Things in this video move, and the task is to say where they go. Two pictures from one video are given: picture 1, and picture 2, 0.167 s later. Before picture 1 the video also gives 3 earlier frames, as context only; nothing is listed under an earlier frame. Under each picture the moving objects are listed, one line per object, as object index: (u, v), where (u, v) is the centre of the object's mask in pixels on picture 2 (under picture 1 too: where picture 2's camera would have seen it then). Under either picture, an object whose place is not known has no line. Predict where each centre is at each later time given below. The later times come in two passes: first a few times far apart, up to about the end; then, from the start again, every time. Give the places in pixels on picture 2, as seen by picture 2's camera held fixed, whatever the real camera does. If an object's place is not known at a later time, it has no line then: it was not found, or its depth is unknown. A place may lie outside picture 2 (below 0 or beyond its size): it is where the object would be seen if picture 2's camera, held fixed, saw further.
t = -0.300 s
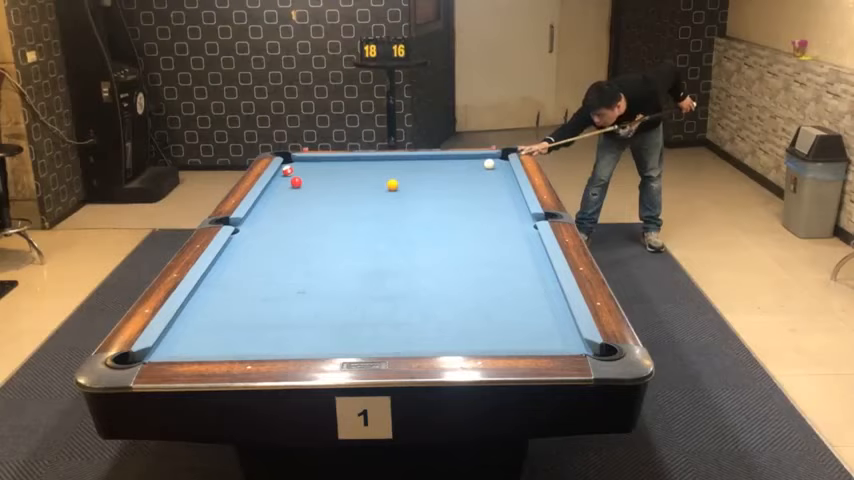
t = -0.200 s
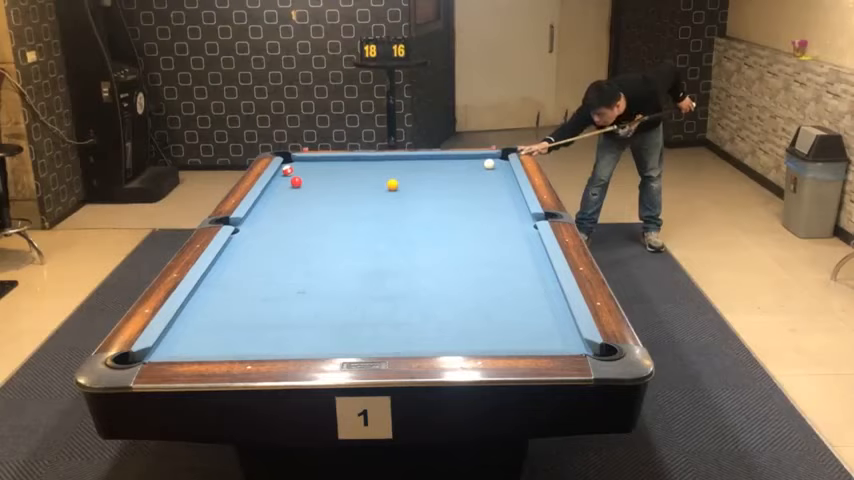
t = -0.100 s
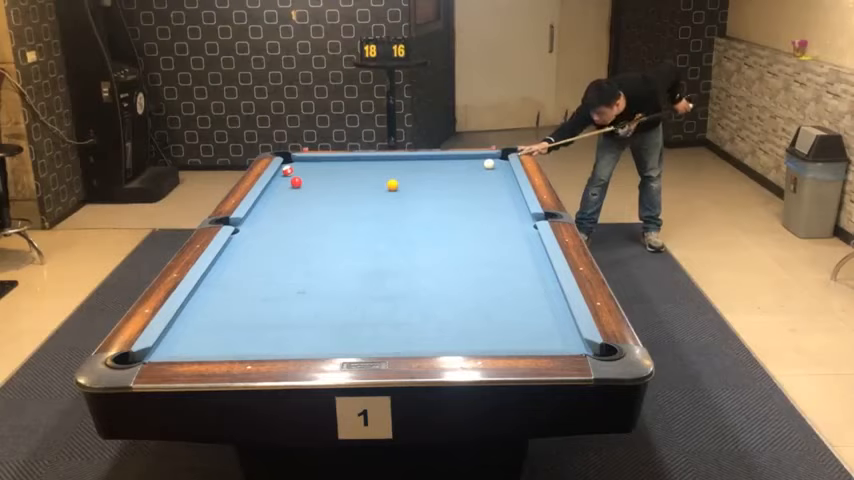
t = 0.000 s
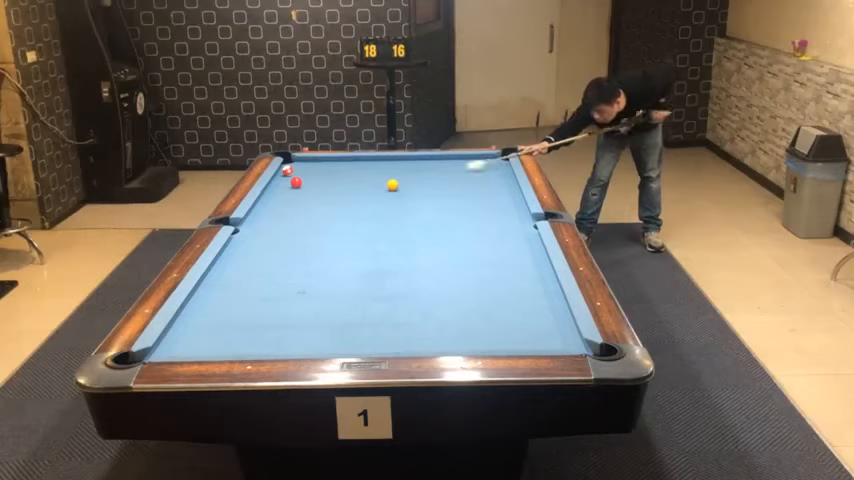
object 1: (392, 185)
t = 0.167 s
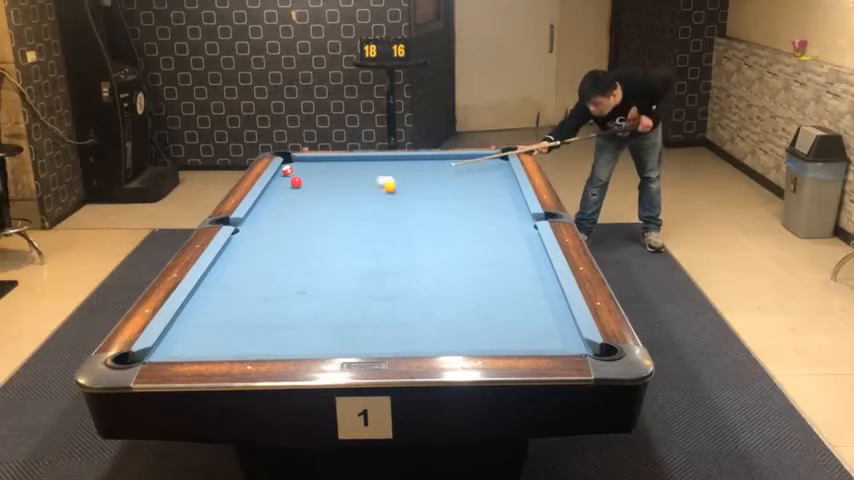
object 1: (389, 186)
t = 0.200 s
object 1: (385, 191)
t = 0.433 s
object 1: (359, 218)
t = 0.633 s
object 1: (334, 243)
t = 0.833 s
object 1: (306, 272)
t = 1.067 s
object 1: (264, 313)
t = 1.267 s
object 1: (224, 347)
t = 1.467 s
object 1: (223, 326)
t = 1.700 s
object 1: (224, 301)
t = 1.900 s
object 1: (224, 282)
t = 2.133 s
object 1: (224, 263)
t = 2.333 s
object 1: (229, 250)
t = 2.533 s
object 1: (241, 239)
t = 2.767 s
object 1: (253, 228)
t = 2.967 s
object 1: (263, 219)
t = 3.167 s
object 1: (271, 212)
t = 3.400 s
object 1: (279, 203)
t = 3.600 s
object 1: (285, 197)
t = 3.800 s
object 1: (292, 191)
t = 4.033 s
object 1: (298, 184)
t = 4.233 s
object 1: (303, 179)
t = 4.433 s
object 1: (308, 175)
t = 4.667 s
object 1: (313, 170)
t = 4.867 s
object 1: (317, 166)
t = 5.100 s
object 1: (321, 163)
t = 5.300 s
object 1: (325, 159)
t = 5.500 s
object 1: (325, 159)
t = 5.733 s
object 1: (325, 162)
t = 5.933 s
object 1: (325, 163)
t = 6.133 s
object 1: (324, 165)
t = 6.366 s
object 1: (323, 166)
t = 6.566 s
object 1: (322, 168)
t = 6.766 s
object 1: (321, 169)
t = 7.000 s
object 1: (321, 170)
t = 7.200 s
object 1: (320, 171)
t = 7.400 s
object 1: (320, 171)
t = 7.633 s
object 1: (319, 172)
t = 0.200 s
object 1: (385, 191)
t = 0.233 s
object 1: (381, 195)
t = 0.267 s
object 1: (377, 199)
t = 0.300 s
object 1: (373, 203)
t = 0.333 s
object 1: (370, 207)
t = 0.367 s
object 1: (366, 211)
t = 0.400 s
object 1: (362, 214)
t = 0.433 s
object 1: (359, 218)
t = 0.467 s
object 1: (355, 222)
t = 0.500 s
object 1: (351, 226)
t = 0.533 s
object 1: (347, 230)
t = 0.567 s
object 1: (343, 234)
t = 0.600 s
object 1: (339, 239)
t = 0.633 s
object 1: (334, 243)
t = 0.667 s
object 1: (330, 247)
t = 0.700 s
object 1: (326, 252)
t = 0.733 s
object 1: (321, 256)
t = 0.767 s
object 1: (316, 261)
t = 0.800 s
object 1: (311, 266)
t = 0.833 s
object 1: (306, 272)
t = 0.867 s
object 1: (300, 277)
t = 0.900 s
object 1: (295, 283)
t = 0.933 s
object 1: (289, 288)
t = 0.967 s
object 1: (283, 294)
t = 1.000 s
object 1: (277, 300)
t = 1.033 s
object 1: (270, 307)
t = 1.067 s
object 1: (264, 313)
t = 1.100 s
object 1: (257, 320)
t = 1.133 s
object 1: (250, 328)
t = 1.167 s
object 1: (243, 335)
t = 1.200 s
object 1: (235, 342)
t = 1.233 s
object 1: (228, 346)
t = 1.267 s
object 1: (224, 347)
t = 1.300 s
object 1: (223, 345)
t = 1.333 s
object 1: (223, 343)
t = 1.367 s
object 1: (223, 338)
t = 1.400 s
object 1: (223, 334)
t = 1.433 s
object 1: (223, 330)
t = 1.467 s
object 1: (223, 326)
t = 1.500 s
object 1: (224, 322)
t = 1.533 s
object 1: (223, 318)
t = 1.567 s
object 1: (224, 315)
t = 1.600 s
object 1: (223, 311)
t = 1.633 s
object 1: (224, 307)
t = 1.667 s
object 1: (224, 304)
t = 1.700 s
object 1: (224, 301)
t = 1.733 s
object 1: (224, 297)
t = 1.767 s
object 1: (224, 294)
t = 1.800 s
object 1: (224, 291)
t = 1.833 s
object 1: (224, 288)
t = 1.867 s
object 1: (224, 285)
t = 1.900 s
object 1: (224, 282)
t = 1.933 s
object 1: (224, 279)
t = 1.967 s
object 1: (224, 276)
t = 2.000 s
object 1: (224, 274)
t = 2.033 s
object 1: (225, 271)
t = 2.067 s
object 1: (225, 268)
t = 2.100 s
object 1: (225, 266)
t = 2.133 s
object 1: (224, 263)
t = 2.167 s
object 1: (225, 260)
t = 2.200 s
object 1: (225, 258)
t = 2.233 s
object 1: (225, 256)
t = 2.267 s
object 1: (226, 253)
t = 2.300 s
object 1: (227, 252)
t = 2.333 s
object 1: (229, 250)
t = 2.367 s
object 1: (231, 248)
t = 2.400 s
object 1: (233, 246)
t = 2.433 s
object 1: (235, 244)
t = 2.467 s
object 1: (237, 242)
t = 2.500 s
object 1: (239, 240)
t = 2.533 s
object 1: (241, 239)
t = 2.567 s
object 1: (243, 237)
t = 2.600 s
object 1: (244, 236)
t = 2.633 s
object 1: (246, 234)
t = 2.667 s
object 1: (248, 233)
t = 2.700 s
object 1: (250, 231)
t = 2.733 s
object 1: (251, 230)
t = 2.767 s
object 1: (253, 228)
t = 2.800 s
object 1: (255, 226)
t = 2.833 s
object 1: (256, 225)
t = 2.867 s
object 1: (258, 223)
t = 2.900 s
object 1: (259, 222)
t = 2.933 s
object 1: (261, 221)
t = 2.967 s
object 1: (263, 219)
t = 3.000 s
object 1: (264, 218)
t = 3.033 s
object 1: (265, 217)
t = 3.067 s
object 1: (266, 215)
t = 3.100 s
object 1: (268, 214)
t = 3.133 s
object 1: (269, 213)
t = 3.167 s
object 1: (271, 212)
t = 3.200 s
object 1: (272, 210)
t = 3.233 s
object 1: (273, 209)
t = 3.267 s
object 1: (274, 208)
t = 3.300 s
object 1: (276, 207)
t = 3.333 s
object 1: (277, 206)
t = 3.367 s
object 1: (278, 205)
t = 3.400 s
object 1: (279, 203)
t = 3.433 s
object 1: (280, 202)
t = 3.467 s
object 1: (281, 201)
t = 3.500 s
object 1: (282, 200)
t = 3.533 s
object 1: (284, 199)
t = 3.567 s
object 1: (285, 198)
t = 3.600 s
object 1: (285, 197)
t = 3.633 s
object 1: (287, 196)
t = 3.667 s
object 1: (288, 195)
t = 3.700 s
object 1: (289, 194)
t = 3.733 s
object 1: (290, 192)
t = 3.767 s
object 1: (291, 192)
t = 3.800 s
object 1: (292, 191)
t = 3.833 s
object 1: (293, 190)
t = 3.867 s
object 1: (294, 189)
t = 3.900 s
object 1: (295, 188)
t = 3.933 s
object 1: (296, 187)
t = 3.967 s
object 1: (297, 186)
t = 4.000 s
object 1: (297, 185)
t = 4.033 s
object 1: (298, 184)
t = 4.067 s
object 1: (299, 183)
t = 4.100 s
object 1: (300, 183)
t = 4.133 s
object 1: (301, 182)
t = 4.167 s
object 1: (302, 181)
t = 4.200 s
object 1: (303, 181)
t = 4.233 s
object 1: (303, 179)
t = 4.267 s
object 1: (304, 179)
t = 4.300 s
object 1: (305, 178)
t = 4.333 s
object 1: (306, 178)
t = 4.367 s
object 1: (306, 177)
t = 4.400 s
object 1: (307, 176)
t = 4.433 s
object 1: (308, 175)
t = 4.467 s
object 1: (309, 174)
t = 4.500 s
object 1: (309, 174)
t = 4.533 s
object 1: (310, 173)
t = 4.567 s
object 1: (311, 172)
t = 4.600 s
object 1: (312, 172)
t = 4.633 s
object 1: (312, 171)
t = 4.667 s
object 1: (313, 170)
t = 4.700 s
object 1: (313, 170)
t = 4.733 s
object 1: (314, 169)
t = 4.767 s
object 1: (315, 168)
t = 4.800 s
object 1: (316, 168)
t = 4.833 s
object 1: (316, 167)
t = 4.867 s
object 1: (317, 166)
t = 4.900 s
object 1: (317, 166)
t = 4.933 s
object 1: (318, 165)
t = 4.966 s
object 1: (318, 165)
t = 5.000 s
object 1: (319, 164)
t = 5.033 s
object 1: (320, 163)
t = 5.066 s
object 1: (321, 163)
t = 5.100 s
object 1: (321, 163)
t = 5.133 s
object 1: (322, 161)
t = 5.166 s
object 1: (322, 161)
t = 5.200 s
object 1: (323, 160)
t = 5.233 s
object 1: (324, 159)
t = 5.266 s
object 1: (324, 159)
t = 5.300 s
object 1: (325, 159)
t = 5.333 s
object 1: (325, 158)
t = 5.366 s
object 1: (325, 159)
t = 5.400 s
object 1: (325, 159)
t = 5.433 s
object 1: (325, 159)
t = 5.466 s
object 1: (325, 159)
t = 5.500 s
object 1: (325, 159)
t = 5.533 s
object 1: (325, 159)
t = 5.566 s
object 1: (325, 160)
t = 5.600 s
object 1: (325, 160)
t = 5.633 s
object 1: (325, 161)
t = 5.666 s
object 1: (325, 161)
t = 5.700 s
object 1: (325, 161)
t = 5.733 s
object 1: (325, 162)
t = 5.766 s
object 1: (325, 162)
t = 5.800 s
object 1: (325, 162)
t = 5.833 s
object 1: (325, 162)
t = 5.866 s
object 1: (325, 163)
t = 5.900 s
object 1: (325, 163)
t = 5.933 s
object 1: (325, 163)
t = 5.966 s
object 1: (325, 163)
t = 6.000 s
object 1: (325, 164)
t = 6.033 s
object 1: (325, 164)
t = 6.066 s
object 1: (325, 164)
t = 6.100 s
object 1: (324, 164)
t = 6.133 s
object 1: (324, 165)
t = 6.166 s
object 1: (324, 165)
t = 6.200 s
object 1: (324, 165)
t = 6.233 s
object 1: (323, 166)
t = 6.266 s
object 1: (323, 166)
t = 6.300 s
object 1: (323, 166)
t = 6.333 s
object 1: (323, 166)
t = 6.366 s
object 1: (323, 166)
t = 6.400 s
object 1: (323, 166)
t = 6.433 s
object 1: (323, 166)
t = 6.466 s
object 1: (322, 167)
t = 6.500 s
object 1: (322, 167)
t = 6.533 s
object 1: (322, 167)
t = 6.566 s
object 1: (322, 168)
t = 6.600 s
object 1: (322, 168)
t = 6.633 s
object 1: (322, 168)
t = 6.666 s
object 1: (321, 168)
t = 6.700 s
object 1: (321, 169)
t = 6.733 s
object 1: (321, 169)
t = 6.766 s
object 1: (321, 169)
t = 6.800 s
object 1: (321, 169)
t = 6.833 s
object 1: (321, 169)
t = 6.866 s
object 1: (321, 169)
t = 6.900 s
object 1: (321, 169)
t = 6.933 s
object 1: (321, 169)
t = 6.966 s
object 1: (321, 170)
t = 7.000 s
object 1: (321, 170)
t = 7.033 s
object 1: (321, 170)
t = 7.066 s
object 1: (320, 170)
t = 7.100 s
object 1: (320, 170)
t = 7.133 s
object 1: (320, 171)
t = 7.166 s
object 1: (320, 171)
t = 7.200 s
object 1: (320, 171)
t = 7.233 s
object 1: (320, 171)
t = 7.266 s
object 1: (320, 171)
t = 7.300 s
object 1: (320, 171)
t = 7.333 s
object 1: (320, 171)
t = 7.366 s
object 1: (320, 171)
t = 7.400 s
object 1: (320, 171)
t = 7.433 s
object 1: (320, 171)
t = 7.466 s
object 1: (320, 171)
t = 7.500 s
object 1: (320, 171)
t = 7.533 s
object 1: (319, 172)
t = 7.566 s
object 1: (319, 172)
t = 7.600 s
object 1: (319, 172)
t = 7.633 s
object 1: (319, 172)
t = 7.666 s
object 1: (319, 172)
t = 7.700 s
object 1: (319, 172)
